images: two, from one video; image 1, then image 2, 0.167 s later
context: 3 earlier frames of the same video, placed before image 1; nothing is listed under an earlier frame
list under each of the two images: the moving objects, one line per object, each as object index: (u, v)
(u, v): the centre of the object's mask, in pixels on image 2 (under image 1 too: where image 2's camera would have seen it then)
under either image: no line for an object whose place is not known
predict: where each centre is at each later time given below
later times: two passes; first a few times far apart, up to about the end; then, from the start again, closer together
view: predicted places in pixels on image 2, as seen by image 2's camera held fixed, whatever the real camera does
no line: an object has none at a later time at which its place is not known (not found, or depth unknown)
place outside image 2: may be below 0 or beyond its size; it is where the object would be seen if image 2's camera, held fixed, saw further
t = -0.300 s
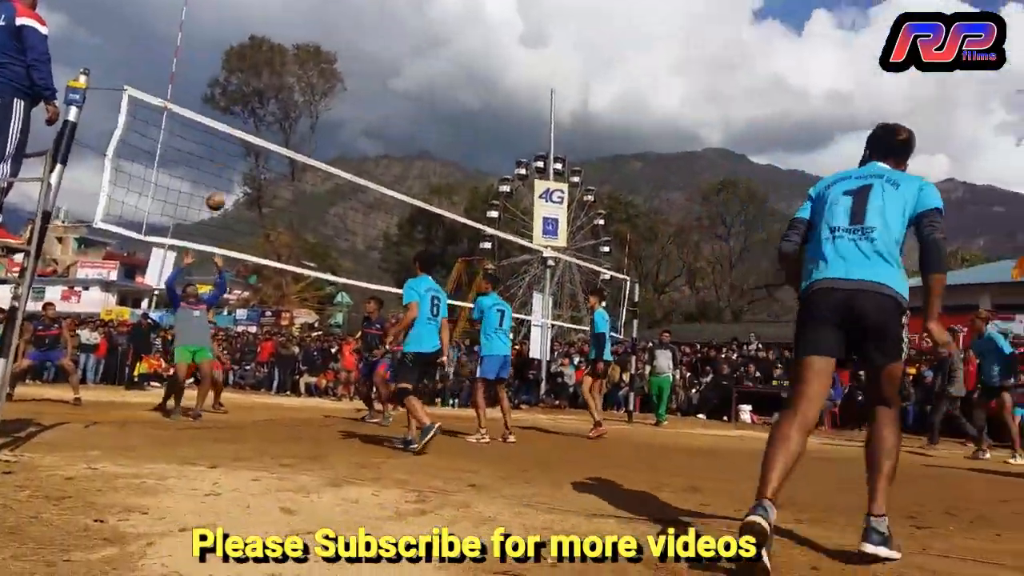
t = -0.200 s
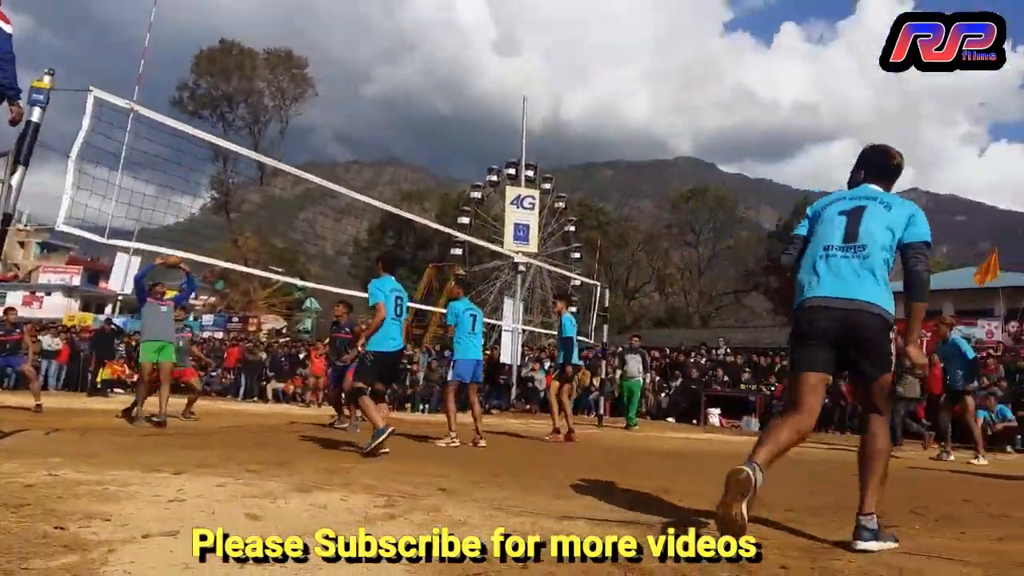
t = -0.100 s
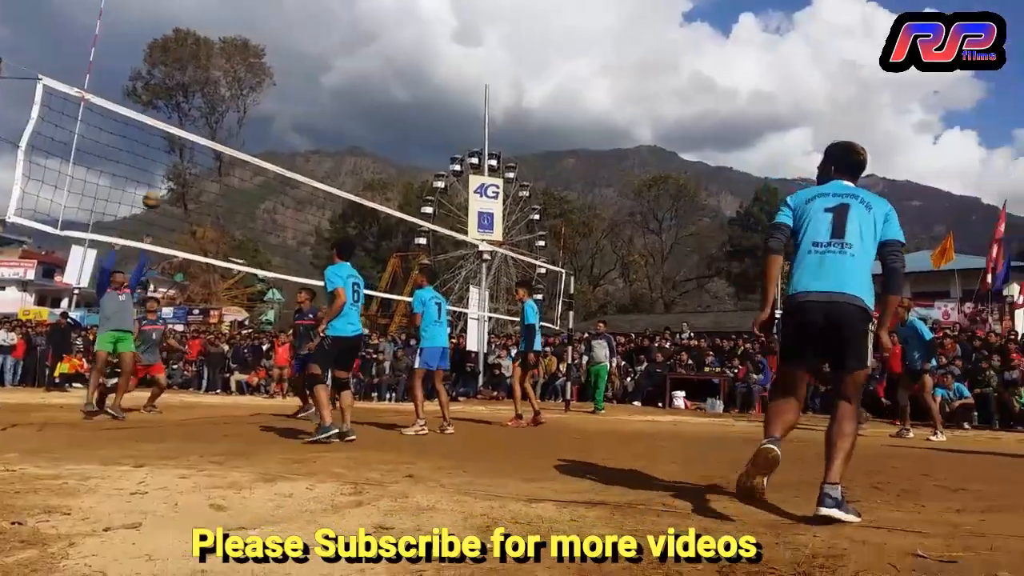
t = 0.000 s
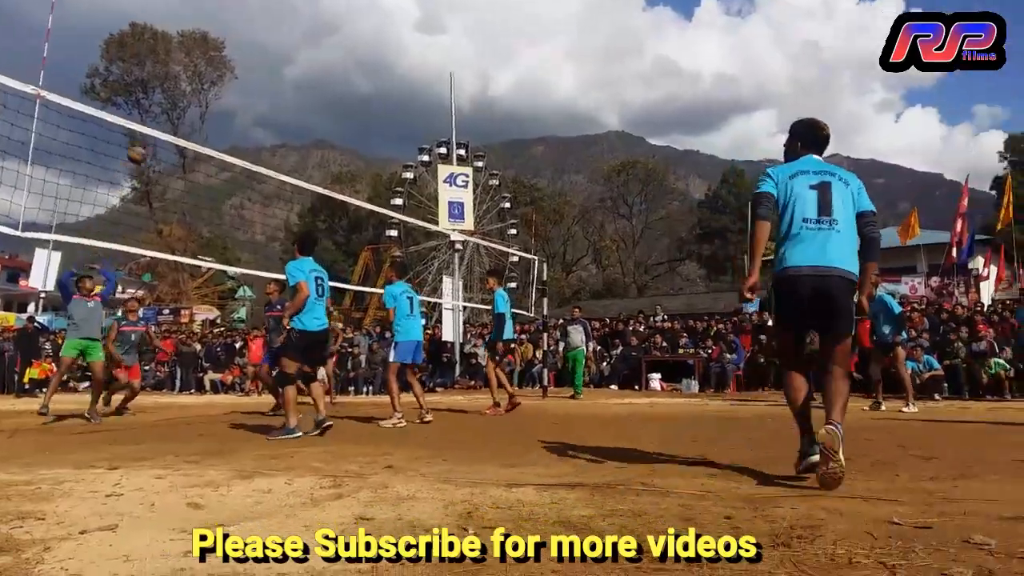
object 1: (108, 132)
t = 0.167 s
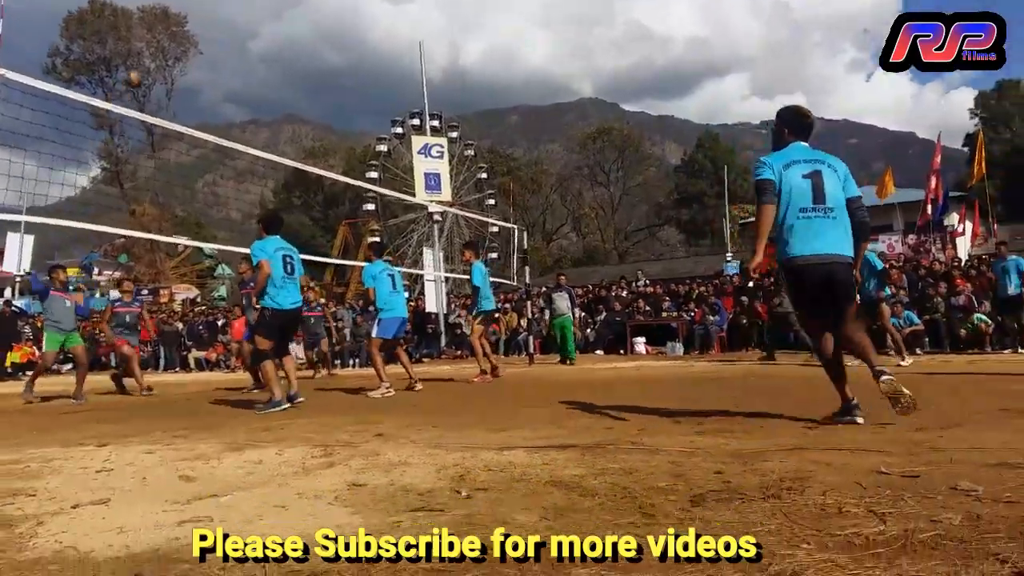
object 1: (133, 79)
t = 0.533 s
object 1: (196, 40)
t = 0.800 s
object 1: (238, 70)
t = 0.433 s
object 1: (180, 32)
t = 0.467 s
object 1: (183, 39)
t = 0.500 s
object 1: (191, 38)
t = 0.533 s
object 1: (196, 40)
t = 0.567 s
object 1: (202, 41)
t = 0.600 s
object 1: (209, 42)
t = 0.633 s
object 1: (213, 44)
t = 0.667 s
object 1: (217, 45)
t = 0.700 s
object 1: (224, 50)
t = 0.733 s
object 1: (233, 54)
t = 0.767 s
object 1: (233, 62)
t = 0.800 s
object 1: (238, 70)
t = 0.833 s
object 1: (243, 78)
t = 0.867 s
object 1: (248, 84)
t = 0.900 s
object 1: (252, 95)
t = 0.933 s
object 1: (255, 105)
